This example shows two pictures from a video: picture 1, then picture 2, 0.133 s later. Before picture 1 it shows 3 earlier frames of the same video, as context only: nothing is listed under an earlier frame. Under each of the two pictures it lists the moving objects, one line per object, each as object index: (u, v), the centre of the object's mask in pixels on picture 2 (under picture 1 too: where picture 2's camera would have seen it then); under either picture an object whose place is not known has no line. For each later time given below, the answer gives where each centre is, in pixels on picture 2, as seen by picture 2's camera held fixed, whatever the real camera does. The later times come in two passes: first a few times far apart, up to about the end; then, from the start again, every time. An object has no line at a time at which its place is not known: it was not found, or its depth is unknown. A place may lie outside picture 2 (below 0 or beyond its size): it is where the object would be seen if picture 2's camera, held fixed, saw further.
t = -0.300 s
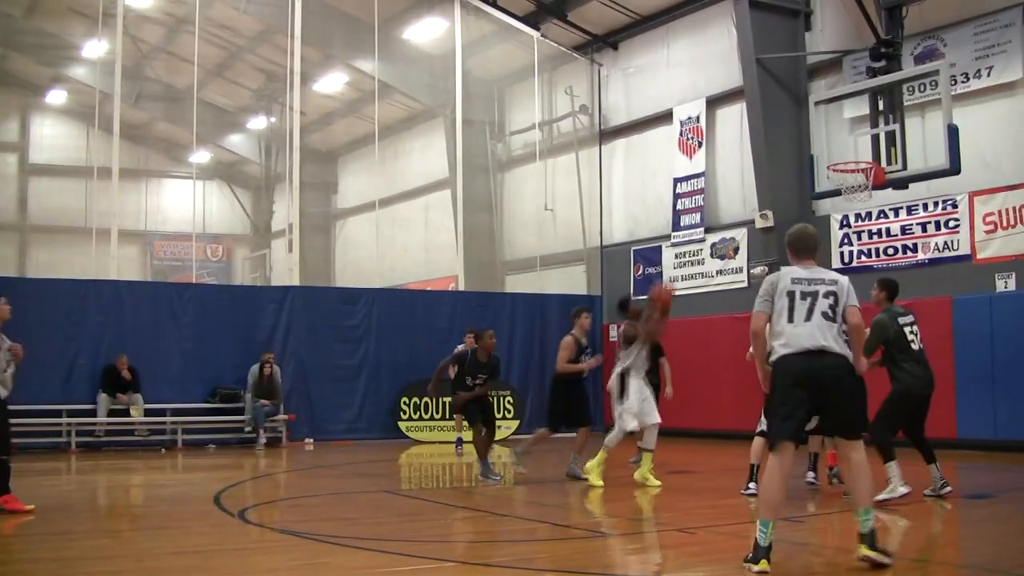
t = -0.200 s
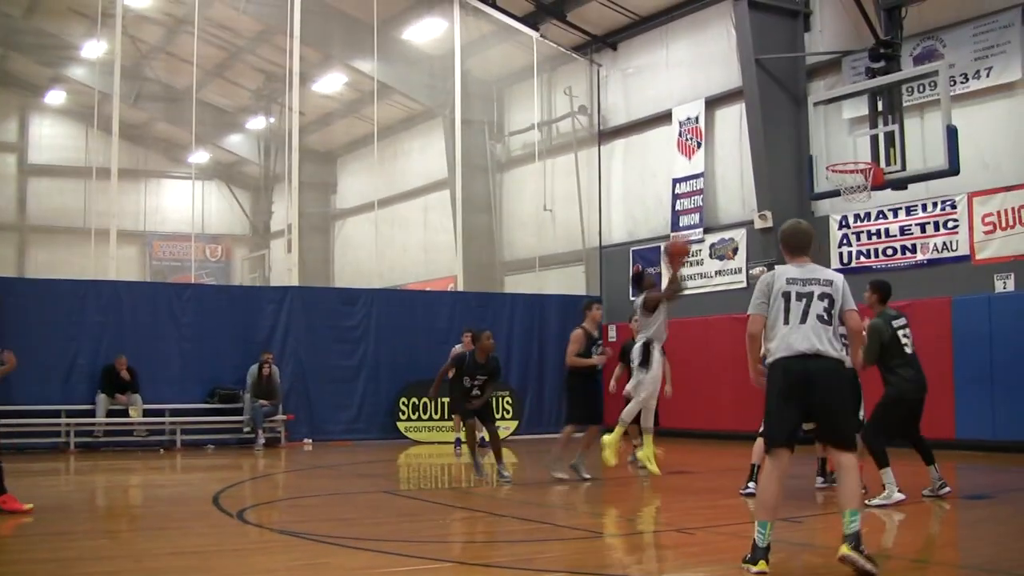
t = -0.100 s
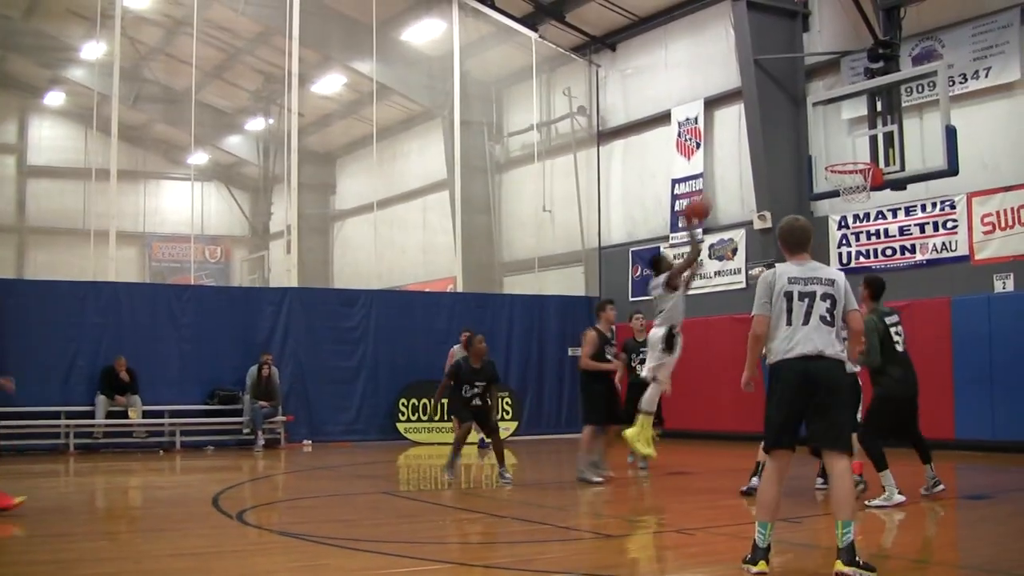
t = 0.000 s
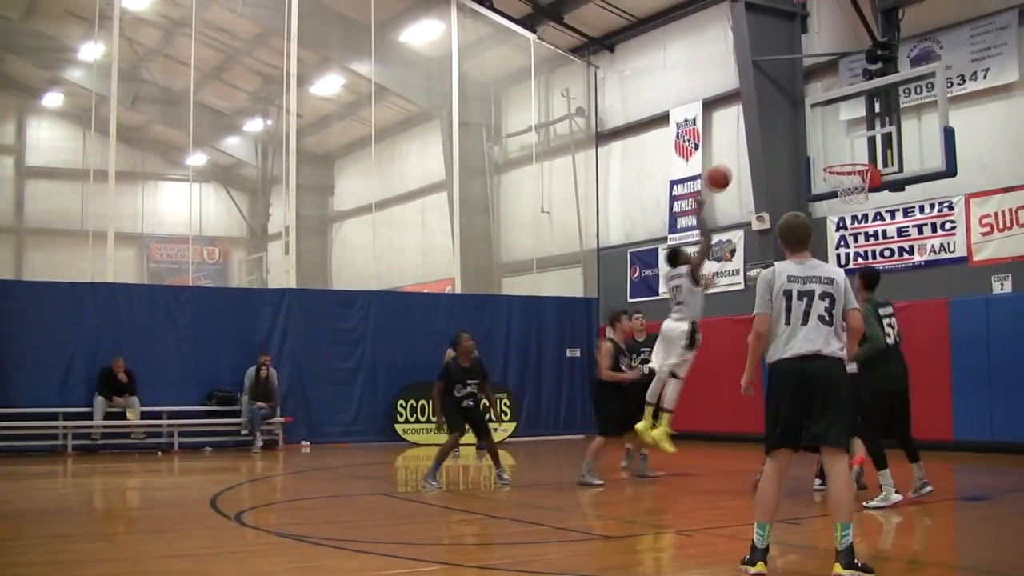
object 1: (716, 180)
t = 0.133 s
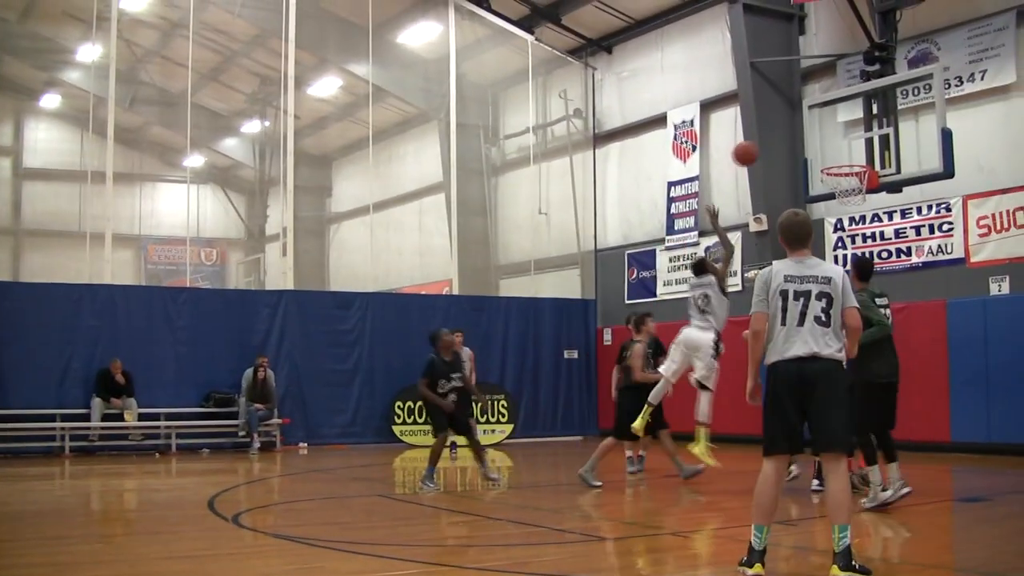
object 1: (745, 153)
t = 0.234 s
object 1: (767, 146)
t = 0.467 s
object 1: (811, 162)
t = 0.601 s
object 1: (786, 161)
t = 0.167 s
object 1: (752, 149)
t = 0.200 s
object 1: (759, 147)
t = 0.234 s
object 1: (767, 146)
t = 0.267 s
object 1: (774, 145)
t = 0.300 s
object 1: (781, 146)
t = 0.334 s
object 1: (787, 148)
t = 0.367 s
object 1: (796, 151)
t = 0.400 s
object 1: (804, 155)
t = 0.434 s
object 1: (810, 159)
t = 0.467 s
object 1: (811, 162)
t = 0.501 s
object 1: (805, 161)
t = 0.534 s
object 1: (798, 159)
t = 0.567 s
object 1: (792, 159)
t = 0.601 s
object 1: (786, 161)
